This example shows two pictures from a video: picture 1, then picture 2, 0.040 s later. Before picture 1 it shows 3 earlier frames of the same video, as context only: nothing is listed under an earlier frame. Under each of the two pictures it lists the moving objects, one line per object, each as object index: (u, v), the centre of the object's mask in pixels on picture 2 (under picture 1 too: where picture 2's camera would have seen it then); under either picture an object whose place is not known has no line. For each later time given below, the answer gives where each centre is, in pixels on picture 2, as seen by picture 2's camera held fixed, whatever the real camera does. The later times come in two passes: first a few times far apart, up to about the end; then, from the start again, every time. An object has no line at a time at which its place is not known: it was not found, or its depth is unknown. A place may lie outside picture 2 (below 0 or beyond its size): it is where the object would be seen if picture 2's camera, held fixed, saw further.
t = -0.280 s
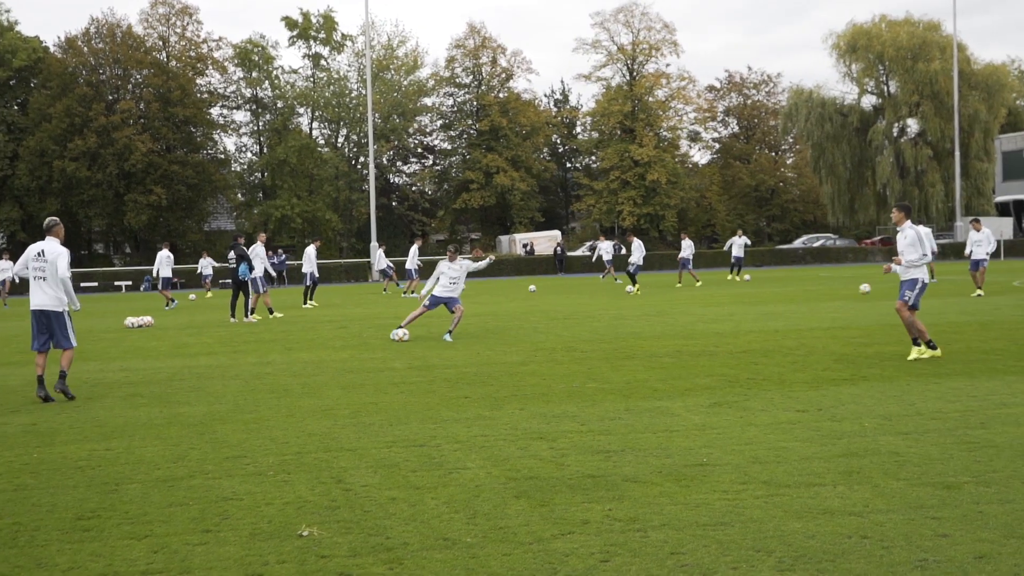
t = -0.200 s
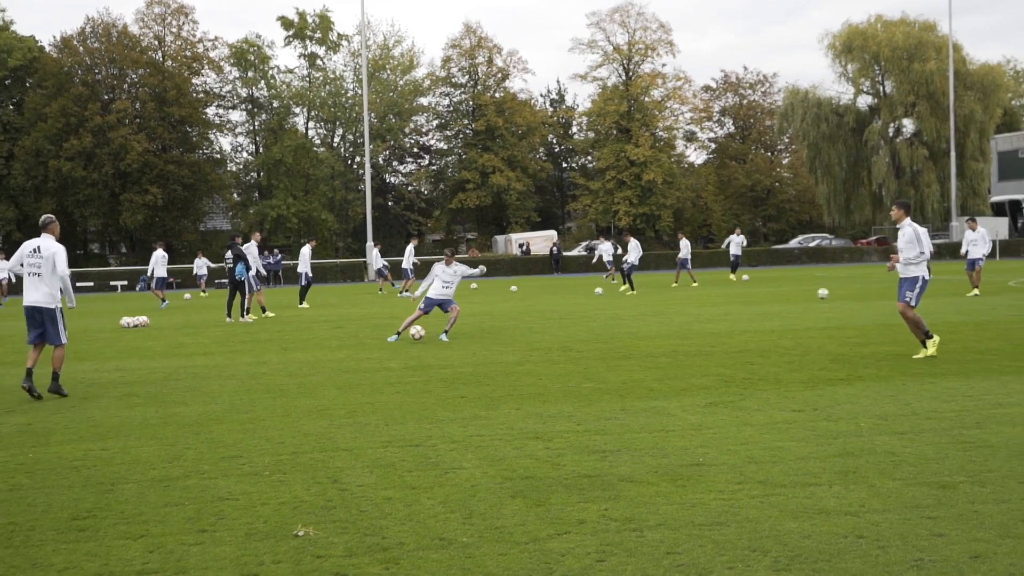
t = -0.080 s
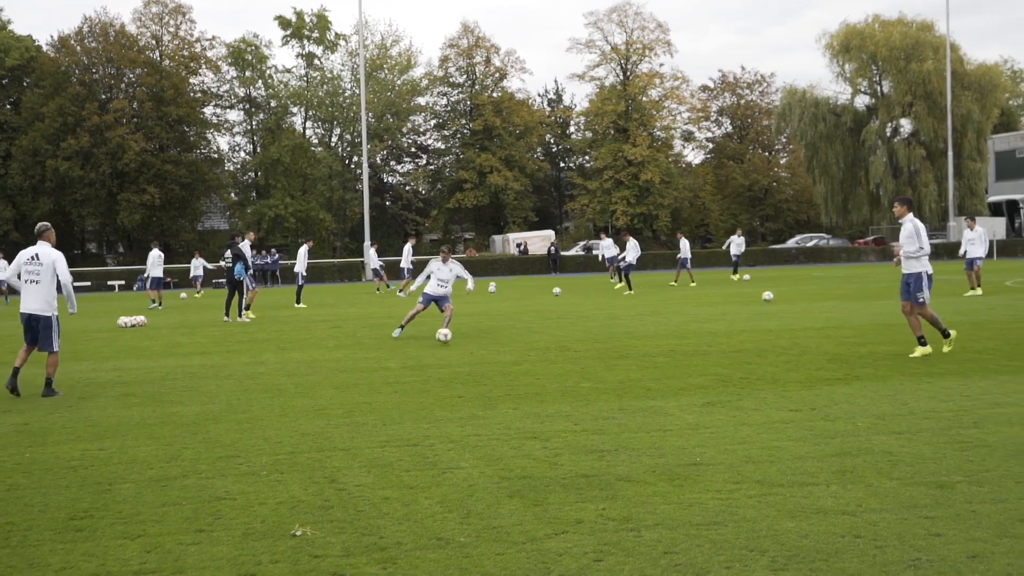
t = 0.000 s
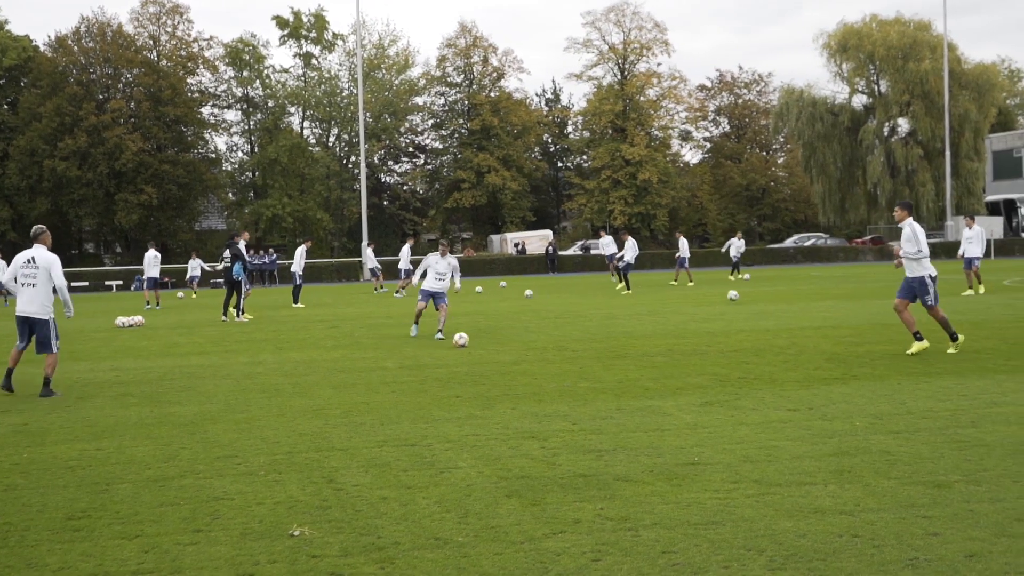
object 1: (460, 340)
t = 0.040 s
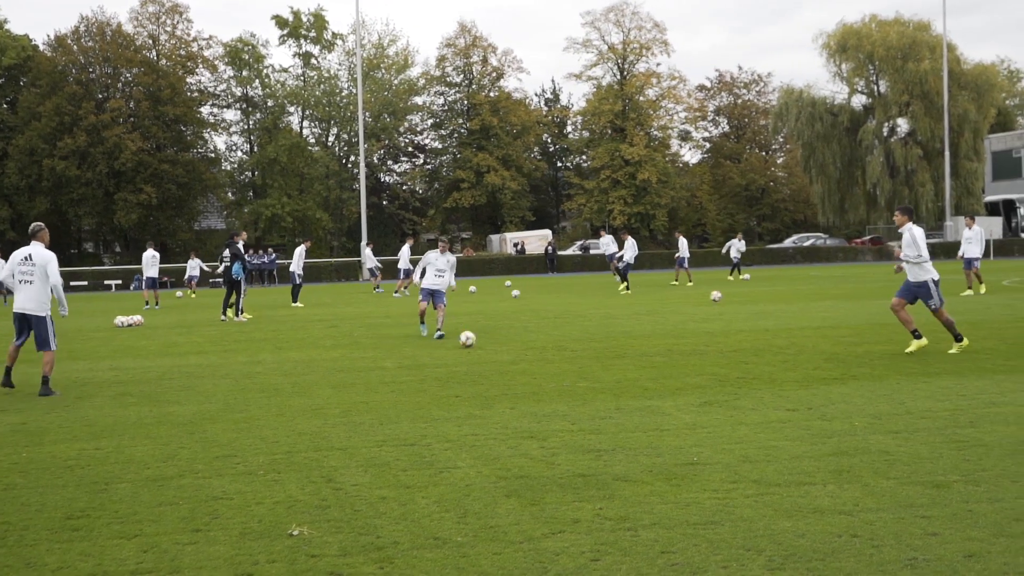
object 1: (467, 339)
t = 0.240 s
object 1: (500, 343)
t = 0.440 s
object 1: (522, 346)
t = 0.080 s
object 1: (475, 339)
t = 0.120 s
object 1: (482, 341)
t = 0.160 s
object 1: (489, 343)
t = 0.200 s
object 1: (495, 343)
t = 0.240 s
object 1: (500, 343)
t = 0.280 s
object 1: (506, 343)
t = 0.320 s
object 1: (511, 345)
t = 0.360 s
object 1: (515, 345)
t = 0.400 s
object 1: (518, 346)
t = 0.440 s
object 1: (522, 346)
